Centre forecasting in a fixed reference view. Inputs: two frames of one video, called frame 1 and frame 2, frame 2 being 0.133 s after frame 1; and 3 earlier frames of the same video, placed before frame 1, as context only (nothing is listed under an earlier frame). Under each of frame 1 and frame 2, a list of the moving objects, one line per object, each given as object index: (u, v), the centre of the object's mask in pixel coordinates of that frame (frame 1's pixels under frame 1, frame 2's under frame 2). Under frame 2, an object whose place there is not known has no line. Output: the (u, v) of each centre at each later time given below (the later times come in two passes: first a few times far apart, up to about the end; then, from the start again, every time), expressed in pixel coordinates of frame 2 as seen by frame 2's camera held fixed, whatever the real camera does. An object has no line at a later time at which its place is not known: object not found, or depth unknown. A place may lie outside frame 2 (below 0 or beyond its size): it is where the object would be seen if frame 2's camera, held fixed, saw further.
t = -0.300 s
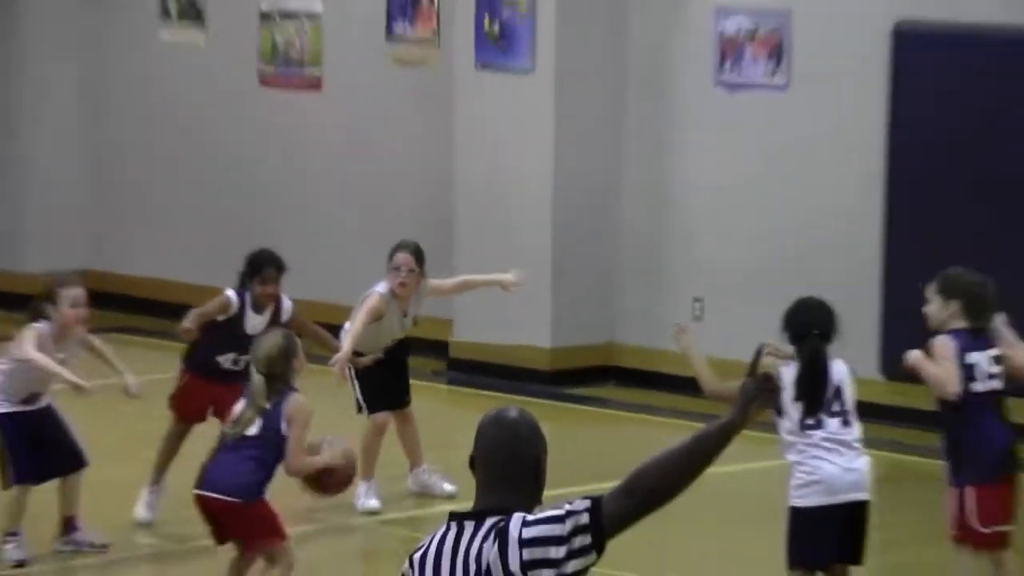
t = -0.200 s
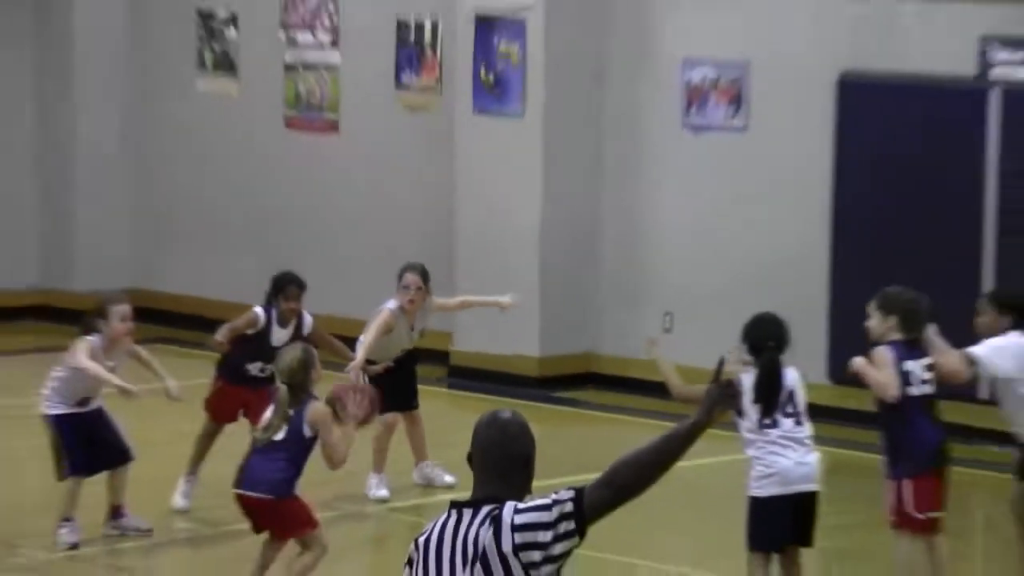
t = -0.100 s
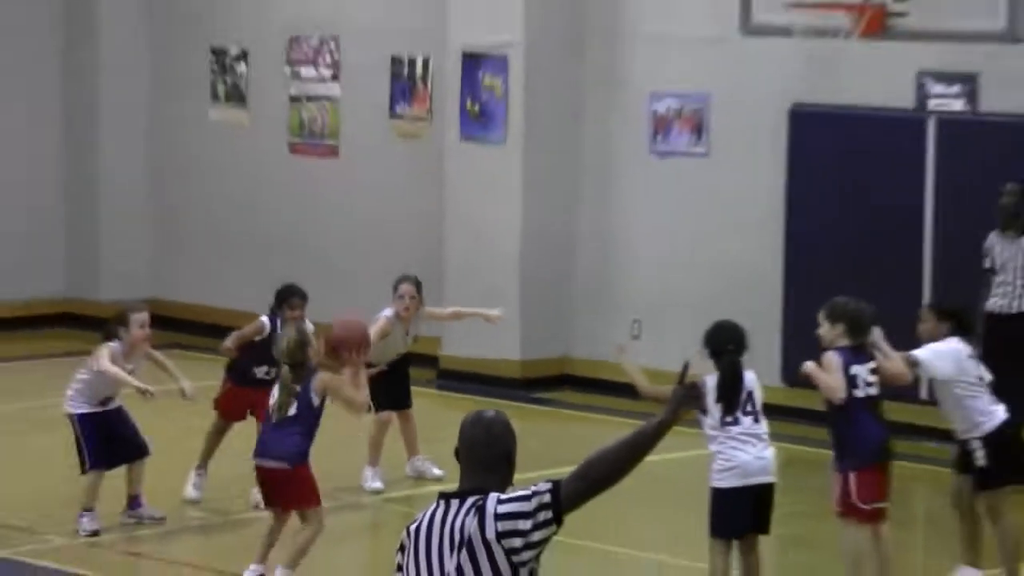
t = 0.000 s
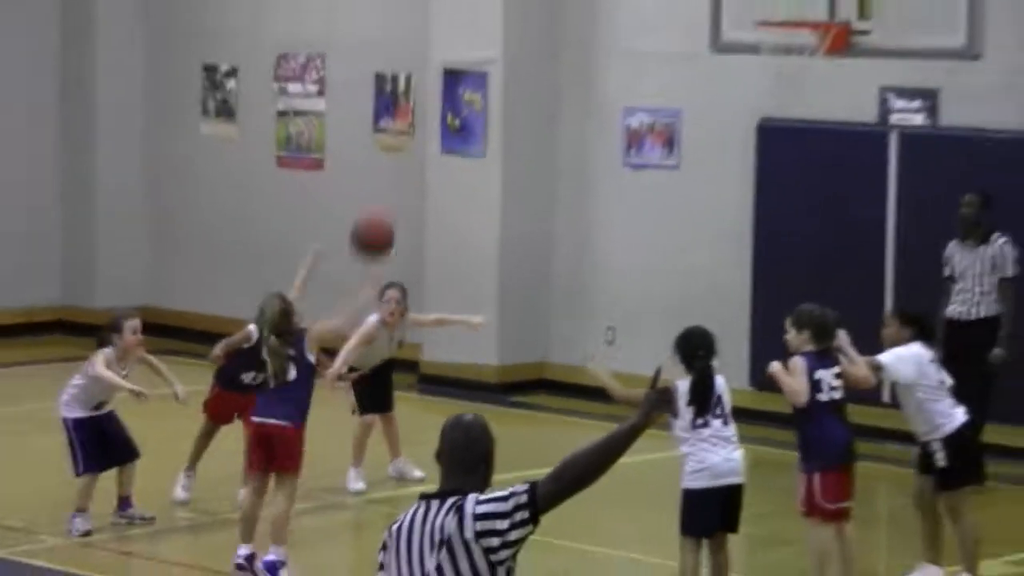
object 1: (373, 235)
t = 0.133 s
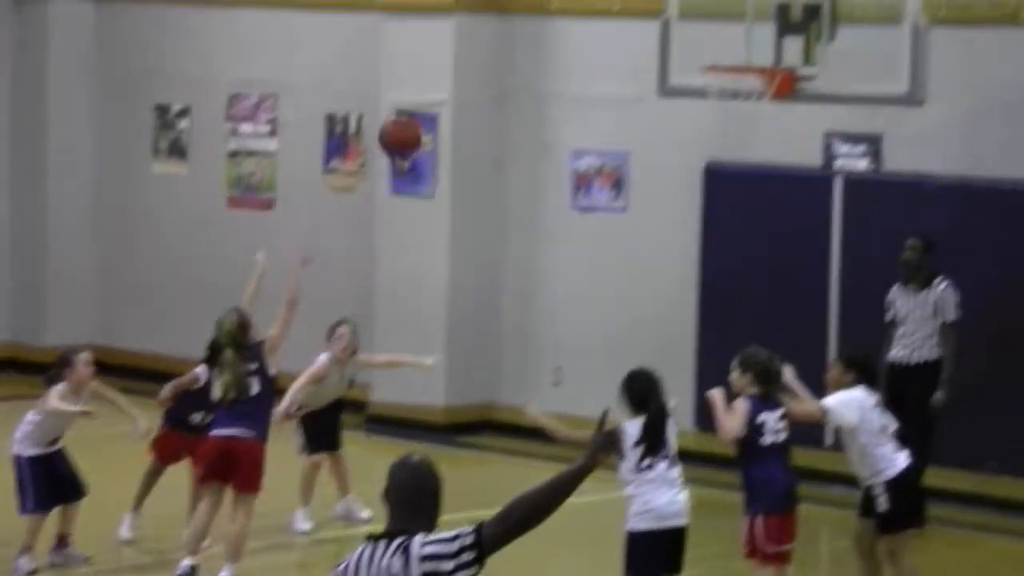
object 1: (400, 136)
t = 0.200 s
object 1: (437, 83)
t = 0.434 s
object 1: (553, -34)
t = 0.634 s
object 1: (641, -50)
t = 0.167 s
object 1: (418, 109)
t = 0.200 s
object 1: (437, 83)
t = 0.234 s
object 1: (454, 59)
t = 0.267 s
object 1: (471, 39)
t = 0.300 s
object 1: (488, 19)
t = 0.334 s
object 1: (506, 3)
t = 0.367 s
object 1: (522, -11)
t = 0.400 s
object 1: (537, -24)
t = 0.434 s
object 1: (553, -34)
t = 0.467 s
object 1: (569, -43)
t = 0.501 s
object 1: (584, -48)
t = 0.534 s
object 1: (599, -51)
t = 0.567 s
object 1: (613, -54)
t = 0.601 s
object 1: (627, -52)
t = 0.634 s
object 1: (641, -50)
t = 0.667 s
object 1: (655, -46)
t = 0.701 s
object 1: (668, -39)
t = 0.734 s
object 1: (682, -30)
